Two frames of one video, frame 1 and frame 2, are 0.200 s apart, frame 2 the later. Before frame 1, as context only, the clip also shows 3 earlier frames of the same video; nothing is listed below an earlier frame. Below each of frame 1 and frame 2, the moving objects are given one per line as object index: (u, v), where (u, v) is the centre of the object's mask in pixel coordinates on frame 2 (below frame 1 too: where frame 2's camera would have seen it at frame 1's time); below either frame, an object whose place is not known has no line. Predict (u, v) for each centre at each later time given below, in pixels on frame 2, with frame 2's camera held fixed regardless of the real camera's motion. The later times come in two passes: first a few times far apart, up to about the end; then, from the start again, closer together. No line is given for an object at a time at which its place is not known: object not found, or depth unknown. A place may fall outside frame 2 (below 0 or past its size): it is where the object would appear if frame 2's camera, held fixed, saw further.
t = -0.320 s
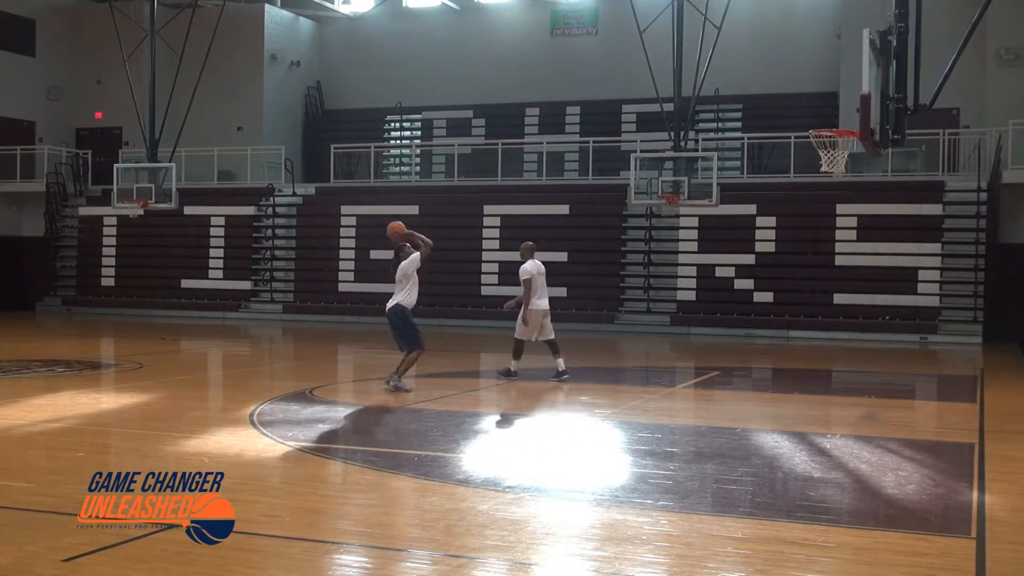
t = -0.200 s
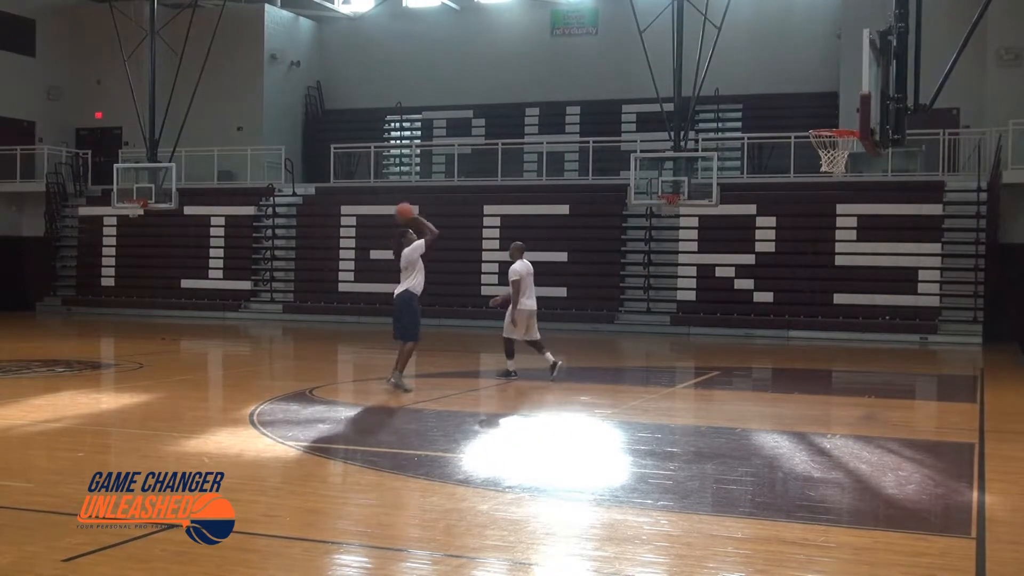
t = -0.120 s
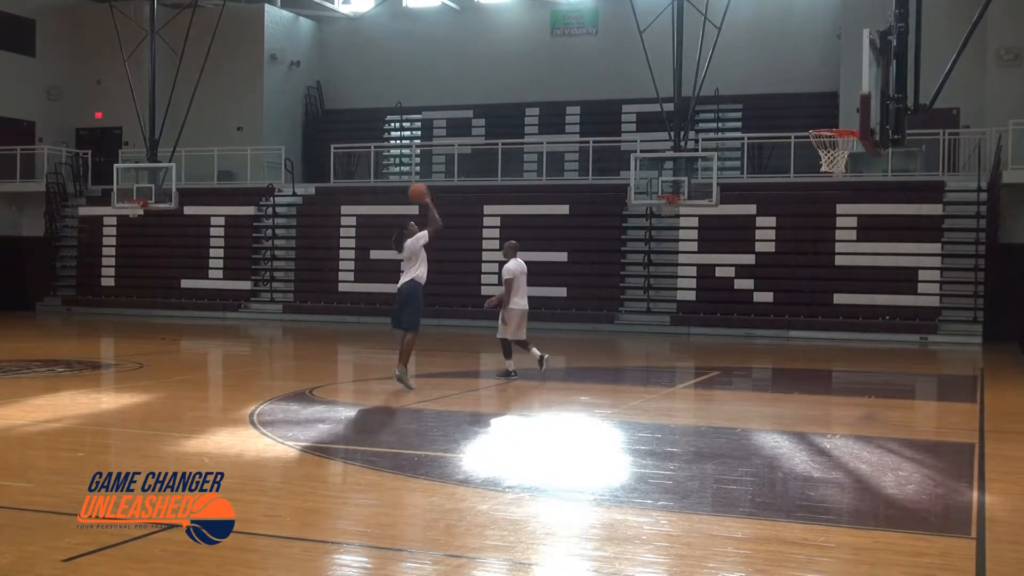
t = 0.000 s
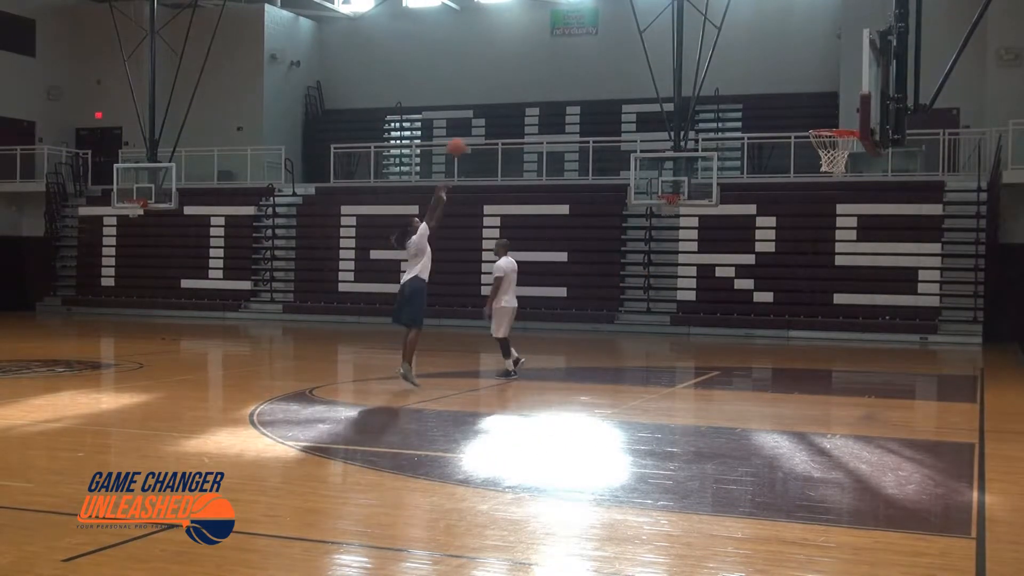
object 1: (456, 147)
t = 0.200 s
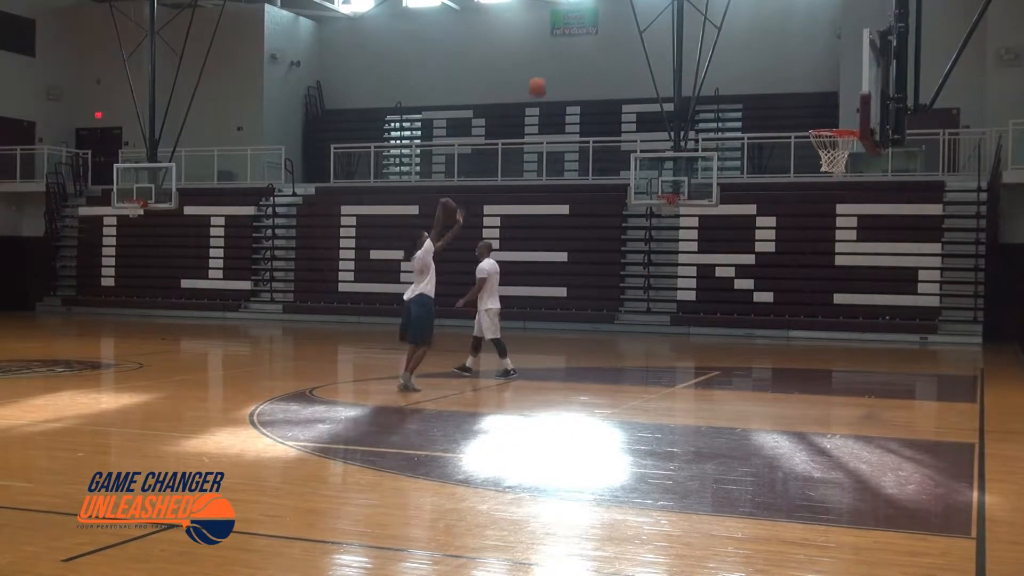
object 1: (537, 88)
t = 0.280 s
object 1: (570, 72)
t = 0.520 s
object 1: (671, 58)
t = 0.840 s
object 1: (810, 117)
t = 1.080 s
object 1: (848, 163)
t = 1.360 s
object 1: (842, 235)
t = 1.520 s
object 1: (839, 307)
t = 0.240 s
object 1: (554, 79)
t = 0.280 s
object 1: (570, 72)
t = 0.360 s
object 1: (603, 62)
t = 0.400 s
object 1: (620, 60)
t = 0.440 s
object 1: (637, 58)
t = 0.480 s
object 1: (654, 57)
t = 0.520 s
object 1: (671, 58)
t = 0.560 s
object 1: (688, 61)
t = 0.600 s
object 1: (706, 64)
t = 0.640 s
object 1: (724, 70)
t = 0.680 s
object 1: (740, 75)
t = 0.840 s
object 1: (810, 117)
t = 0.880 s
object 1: (828, 128)
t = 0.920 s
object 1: (844, 144)
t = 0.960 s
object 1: (849, 151)
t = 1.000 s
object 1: (850, 156)
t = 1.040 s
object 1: (850, 161)
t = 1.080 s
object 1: (848, 163)
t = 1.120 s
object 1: (847, 169)
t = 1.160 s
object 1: (847, 178)
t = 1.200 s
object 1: (846, 186)
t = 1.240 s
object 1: (845, 195)
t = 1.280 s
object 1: (844, 207)
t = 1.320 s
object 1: (843, 221)
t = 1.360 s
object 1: (842, 235)
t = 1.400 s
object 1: (841, 251)
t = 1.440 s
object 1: (841, 269)
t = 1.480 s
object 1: (840, 286)
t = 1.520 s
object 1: (839, 307)
